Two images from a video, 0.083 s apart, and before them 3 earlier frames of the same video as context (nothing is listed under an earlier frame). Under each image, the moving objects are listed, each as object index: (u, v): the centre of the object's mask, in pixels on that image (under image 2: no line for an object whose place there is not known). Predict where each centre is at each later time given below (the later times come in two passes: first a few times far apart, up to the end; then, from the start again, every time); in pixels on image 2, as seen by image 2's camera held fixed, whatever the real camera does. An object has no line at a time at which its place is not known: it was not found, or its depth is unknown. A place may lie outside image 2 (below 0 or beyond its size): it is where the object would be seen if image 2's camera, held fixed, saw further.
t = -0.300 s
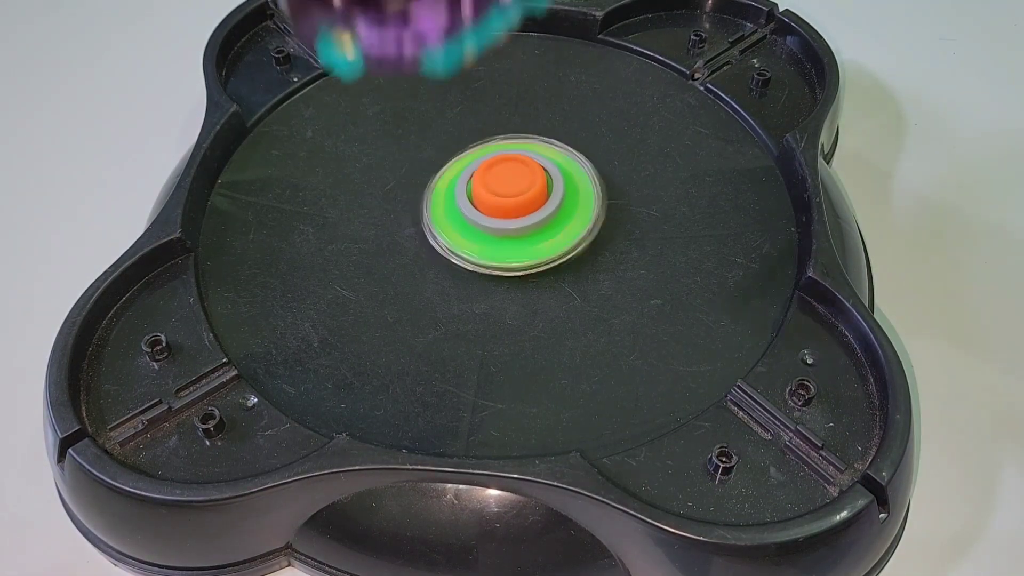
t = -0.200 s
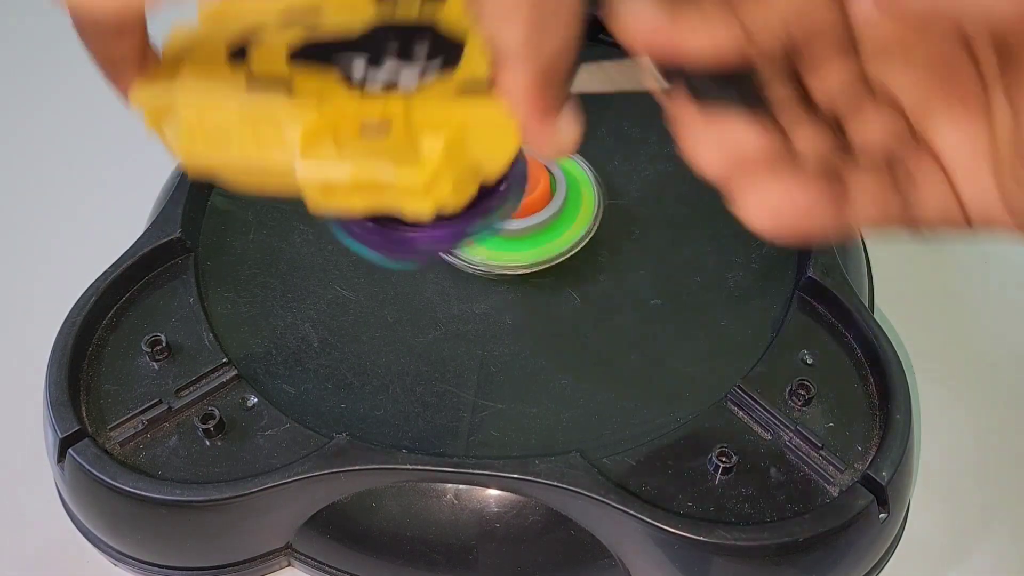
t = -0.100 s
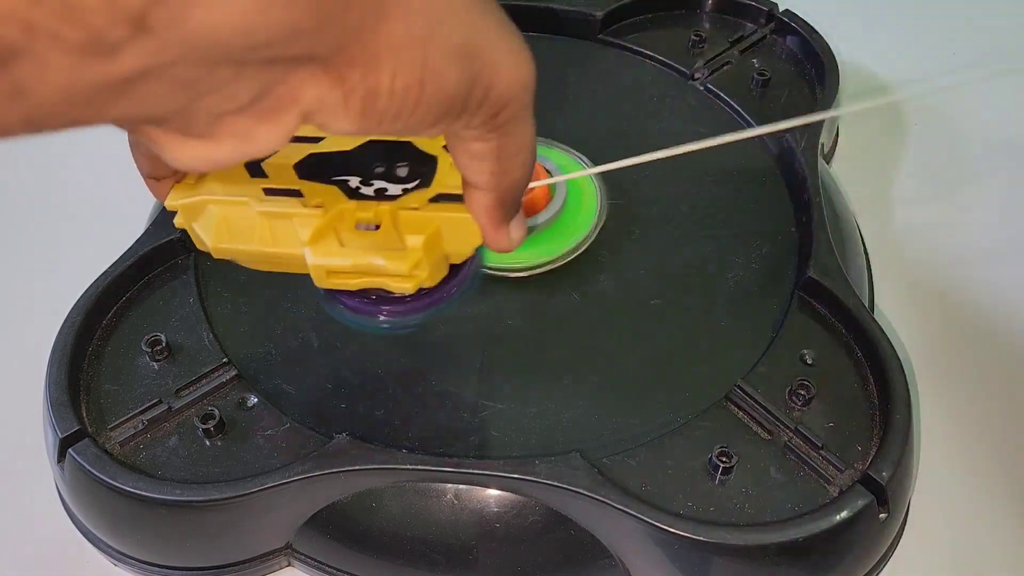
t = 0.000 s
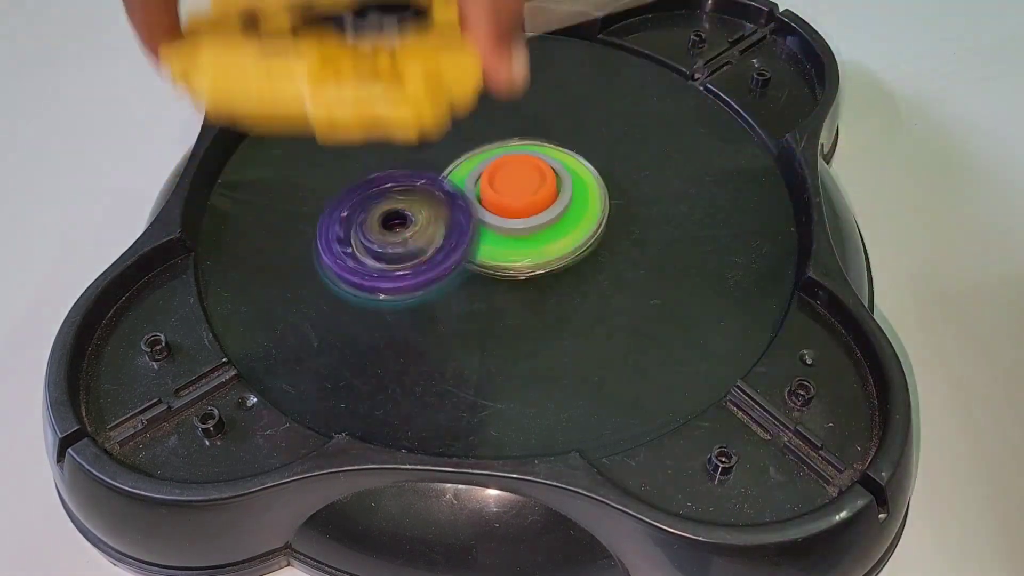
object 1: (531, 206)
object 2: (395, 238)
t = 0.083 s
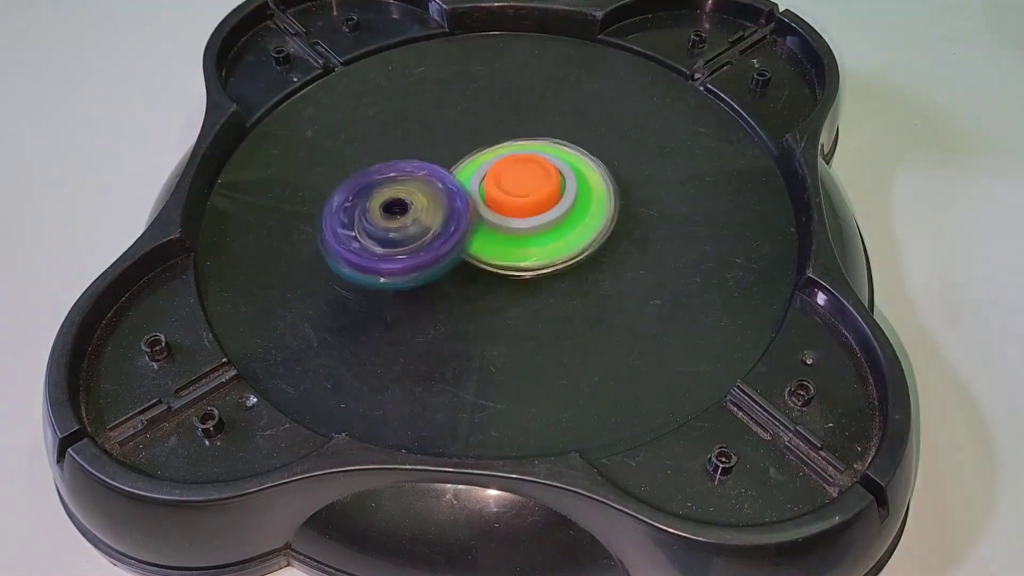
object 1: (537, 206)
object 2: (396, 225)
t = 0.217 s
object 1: (532, 202)
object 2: (400, 153)
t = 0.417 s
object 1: (530, 216)
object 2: (490, 96)
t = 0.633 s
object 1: (521, 220)
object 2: (601, 108)
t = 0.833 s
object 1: (492, 215)
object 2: (649, 206)
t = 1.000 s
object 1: (483, 197)
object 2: (547, 273)
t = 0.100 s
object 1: (535, 203)
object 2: (396, 221)
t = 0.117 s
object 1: (533, 206)
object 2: (394, 212)
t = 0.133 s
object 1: (534, 203)
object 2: (391, 203)
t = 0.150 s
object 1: (531, 204)
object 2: (391, 194)
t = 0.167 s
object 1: (533, 203)
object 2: (391, 184)
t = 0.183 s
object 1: (531, 203)
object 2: (392, 172)
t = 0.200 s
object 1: (533, 203)
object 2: (395, 163)
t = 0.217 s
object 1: (532, 202)
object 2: (400, 153)
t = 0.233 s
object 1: (532, 205)
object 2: (406, 145)
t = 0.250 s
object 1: (532, 203)
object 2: (411, 139)
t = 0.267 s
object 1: (530, 207)
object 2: (418, 133)
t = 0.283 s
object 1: (532, 205)
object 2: (424, 129)
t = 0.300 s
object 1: (528, 207)
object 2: (432, 124)
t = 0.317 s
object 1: (532, 207)
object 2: (440, 120)
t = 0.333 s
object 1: (529, 208)
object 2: (447, 115)
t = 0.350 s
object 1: (532, 210)
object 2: (457, 109)
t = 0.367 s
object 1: (531, 210)
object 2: (466, 105)
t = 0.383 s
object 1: (532, 213)
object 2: (476, 102)
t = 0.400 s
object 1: (532, 212)
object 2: (483, 99)
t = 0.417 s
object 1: (530, 216)
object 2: (490, 96)
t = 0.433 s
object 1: (532, 214)
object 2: (499, 93)
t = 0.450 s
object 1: (528, 217)
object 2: (506, 92)
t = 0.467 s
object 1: (531, 216)
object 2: (515, 90)
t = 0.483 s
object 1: (527, 217)
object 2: (523, 89)
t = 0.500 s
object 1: (529, 218)
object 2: (532, 88)
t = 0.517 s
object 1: (526, 218)
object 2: (541, 88)
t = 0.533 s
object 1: (527, 219)
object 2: (550, 89)
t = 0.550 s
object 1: (526, 218)
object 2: (560, 90)
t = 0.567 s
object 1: (524, 221)
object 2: (568, 92)
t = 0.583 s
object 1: (525, 218)
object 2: (577, 95)
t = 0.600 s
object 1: (523, 221)
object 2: (585, 99)
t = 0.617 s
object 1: (525, 218)
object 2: (593, 103)
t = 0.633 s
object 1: (521, 220)
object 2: (601, 108)
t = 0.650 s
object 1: (525, 219)
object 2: (607, 112)
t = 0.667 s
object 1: (521, 220)
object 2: (613, 119)
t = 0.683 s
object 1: (523, 221)
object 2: (618, 127)
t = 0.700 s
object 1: (520, 220)
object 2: (622, 134)
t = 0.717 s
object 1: (517, 222)
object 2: (627, 143)
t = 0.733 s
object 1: (509, 218)
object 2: (635, 150)
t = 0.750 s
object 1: (505, 219)
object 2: (644, 159)
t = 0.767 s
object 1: (499, 217)
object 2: (648, 168)
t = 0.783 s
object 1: (497, 219)
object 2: (651, 178)
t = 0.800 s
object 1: (494, 216)
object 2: (652, 187)
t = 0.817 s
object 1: (493, 218)
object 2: (651, 197)
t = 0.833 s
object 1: (492, 215)
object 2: (649, 206)
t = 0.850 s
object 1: (490, 217)
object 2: (645, 216)
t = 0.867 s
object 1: (489, 214)
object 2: (639, 225)
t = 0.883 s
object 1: (487, 215)
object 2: (632, 234)
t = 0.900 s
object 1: (486, 212)
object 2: (624, 242)
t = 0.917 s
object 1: (483, 213)
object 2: (614, 250)
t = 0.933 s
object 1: (483, 208)
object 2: (601, 256)
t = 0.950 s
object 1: (480, 209)
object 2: (590, 262)
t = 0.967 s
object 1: (481, 203)
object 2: (576, 267)
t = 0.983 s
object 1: (479, 204)
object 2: (562, 270)
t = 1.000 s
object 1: (483, 197)
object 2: (547, 273)
